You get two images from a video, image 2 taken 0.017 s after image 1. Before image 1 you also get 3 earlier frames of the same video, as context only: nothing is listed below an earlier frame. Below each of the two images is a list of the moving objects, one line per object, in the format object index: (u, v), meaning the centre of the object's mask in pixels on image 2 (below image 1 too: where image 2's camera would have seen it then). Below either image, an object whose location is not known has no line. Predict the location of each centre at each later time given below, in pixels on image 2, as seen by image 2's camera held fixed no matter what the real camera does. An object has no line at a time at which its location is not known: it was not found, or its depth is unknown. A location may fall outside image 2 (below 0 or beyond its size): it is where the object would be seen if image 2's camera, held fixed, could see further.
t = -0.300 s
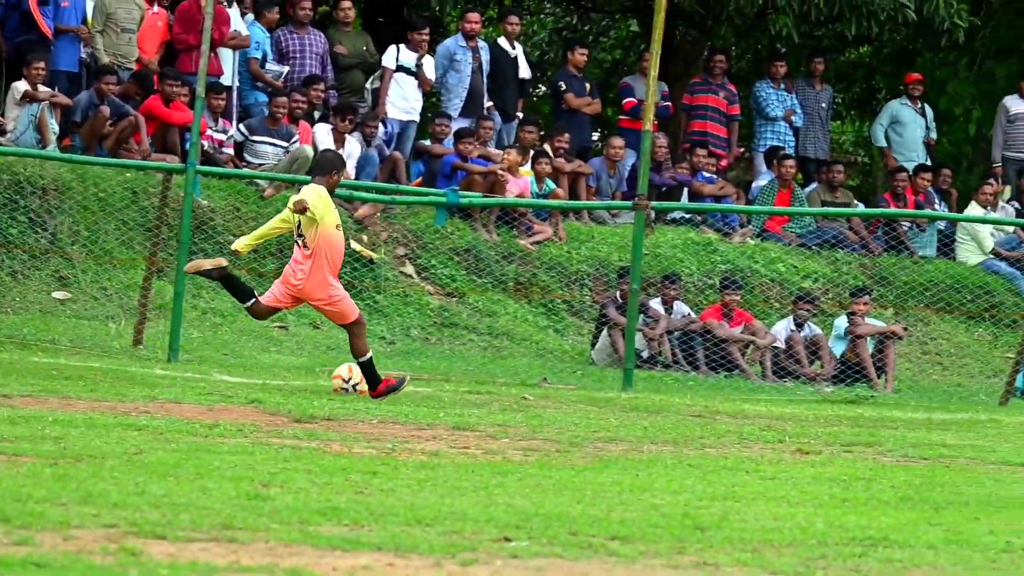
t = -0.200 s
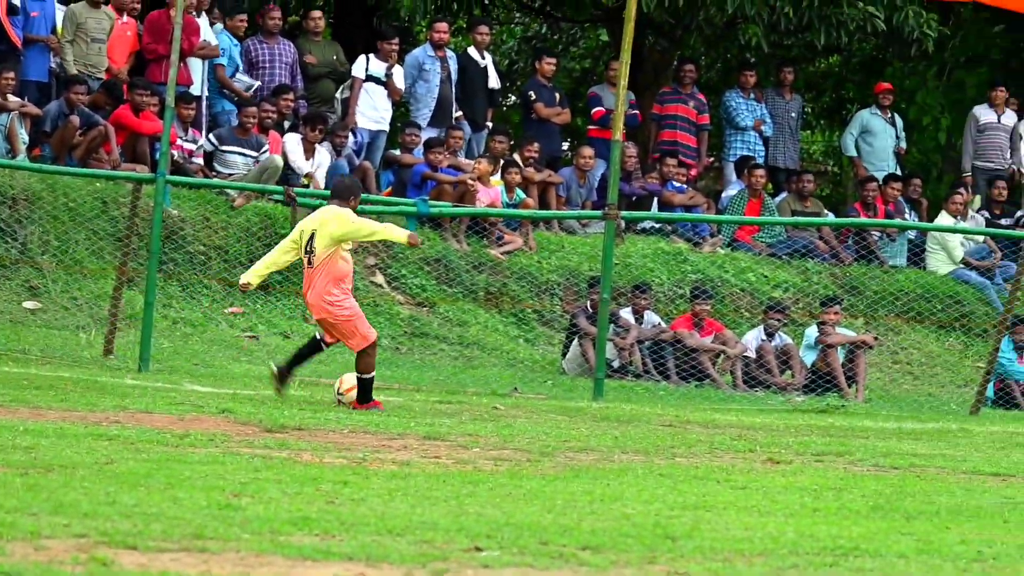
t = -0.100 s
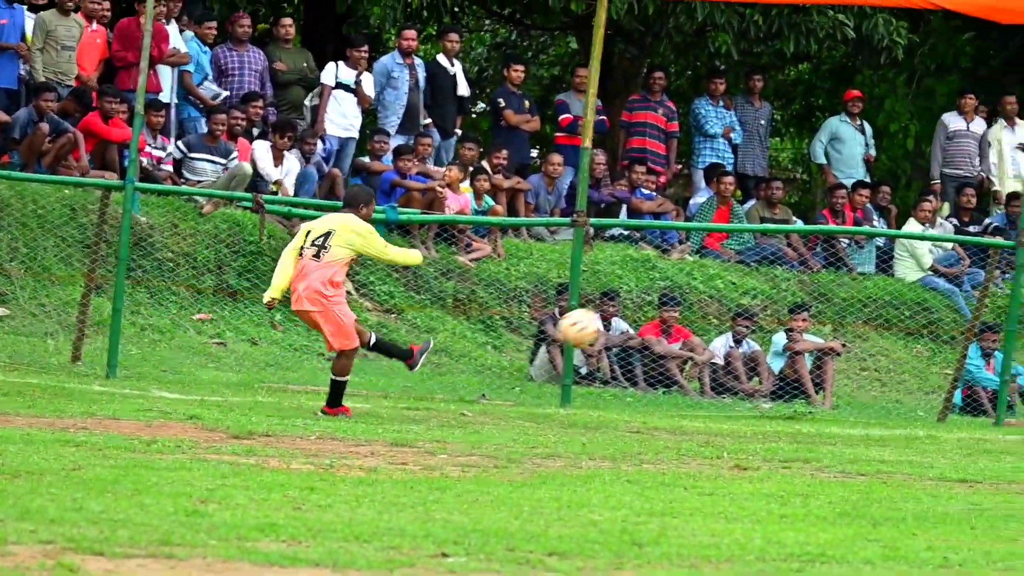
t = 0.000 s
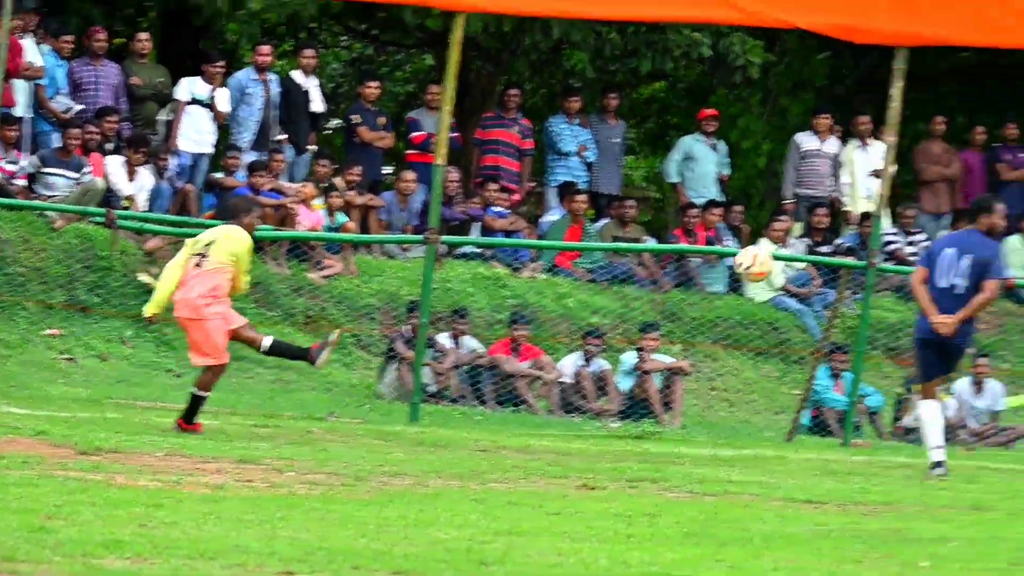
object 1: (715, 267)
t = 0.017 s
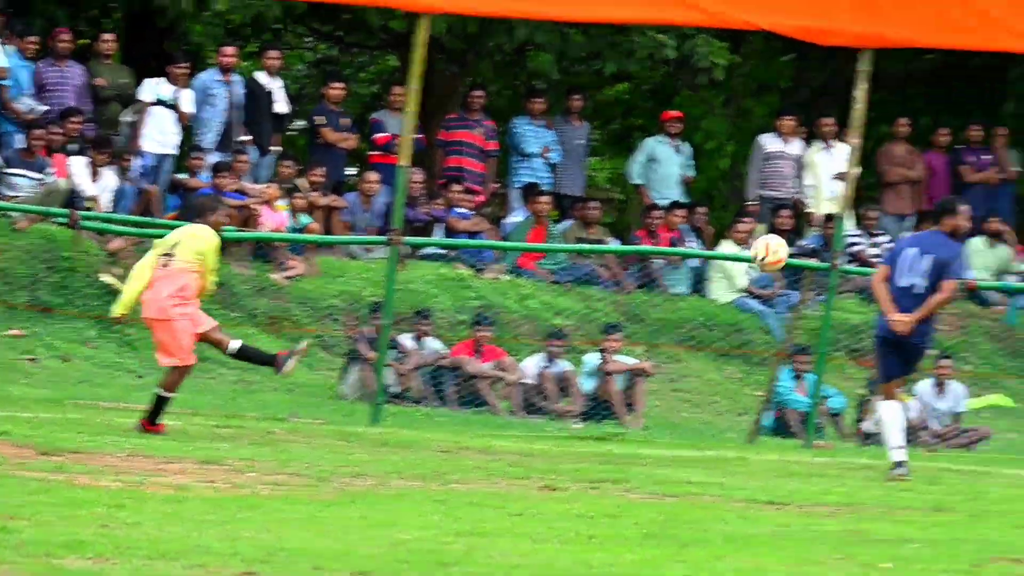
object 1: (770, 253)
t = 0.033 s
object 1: (824, 240)
